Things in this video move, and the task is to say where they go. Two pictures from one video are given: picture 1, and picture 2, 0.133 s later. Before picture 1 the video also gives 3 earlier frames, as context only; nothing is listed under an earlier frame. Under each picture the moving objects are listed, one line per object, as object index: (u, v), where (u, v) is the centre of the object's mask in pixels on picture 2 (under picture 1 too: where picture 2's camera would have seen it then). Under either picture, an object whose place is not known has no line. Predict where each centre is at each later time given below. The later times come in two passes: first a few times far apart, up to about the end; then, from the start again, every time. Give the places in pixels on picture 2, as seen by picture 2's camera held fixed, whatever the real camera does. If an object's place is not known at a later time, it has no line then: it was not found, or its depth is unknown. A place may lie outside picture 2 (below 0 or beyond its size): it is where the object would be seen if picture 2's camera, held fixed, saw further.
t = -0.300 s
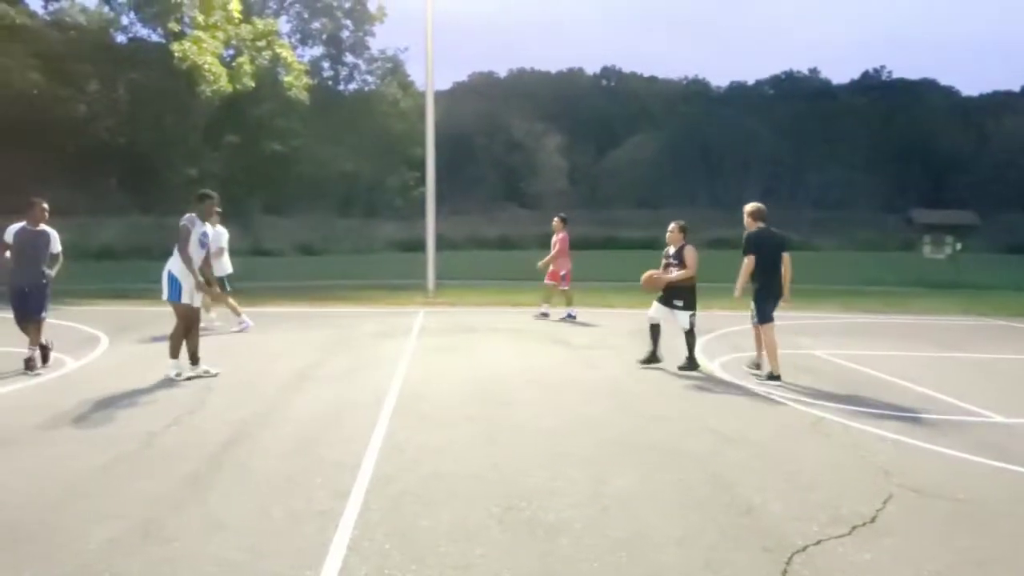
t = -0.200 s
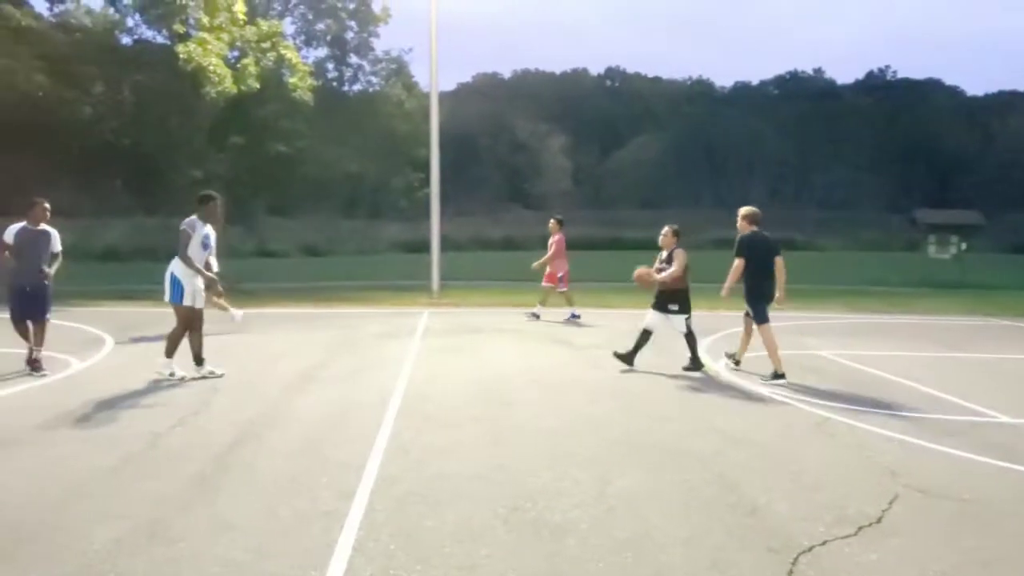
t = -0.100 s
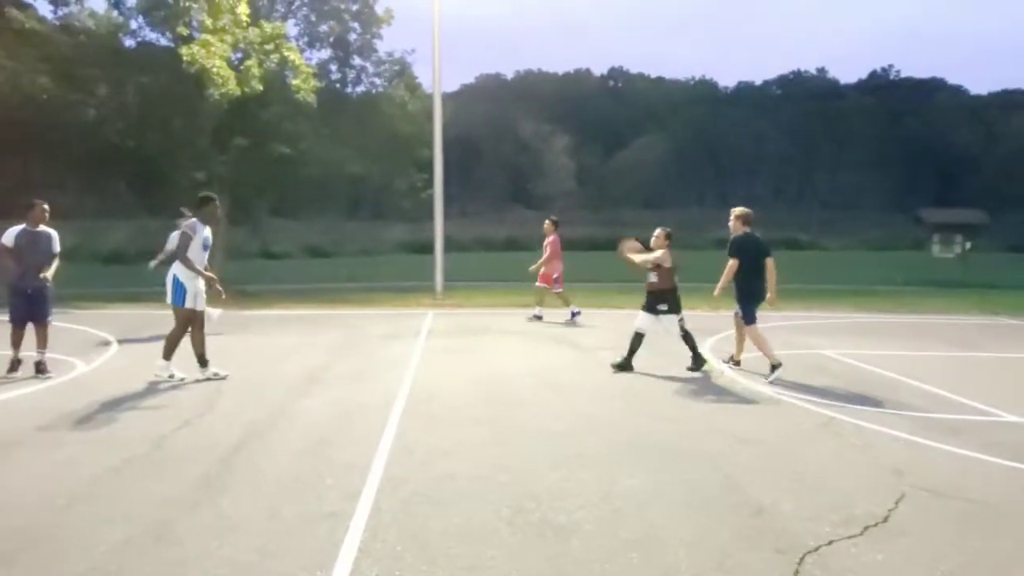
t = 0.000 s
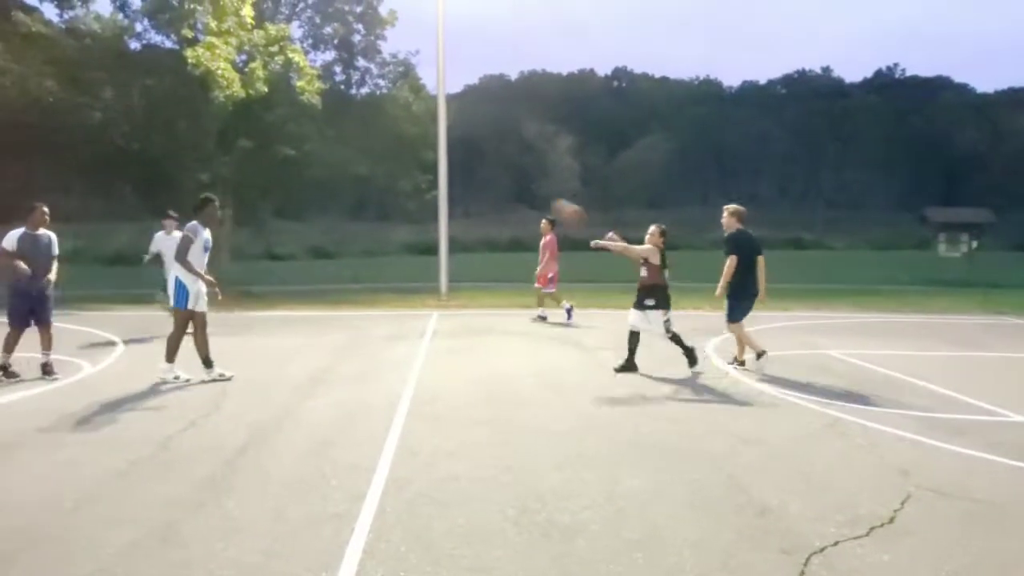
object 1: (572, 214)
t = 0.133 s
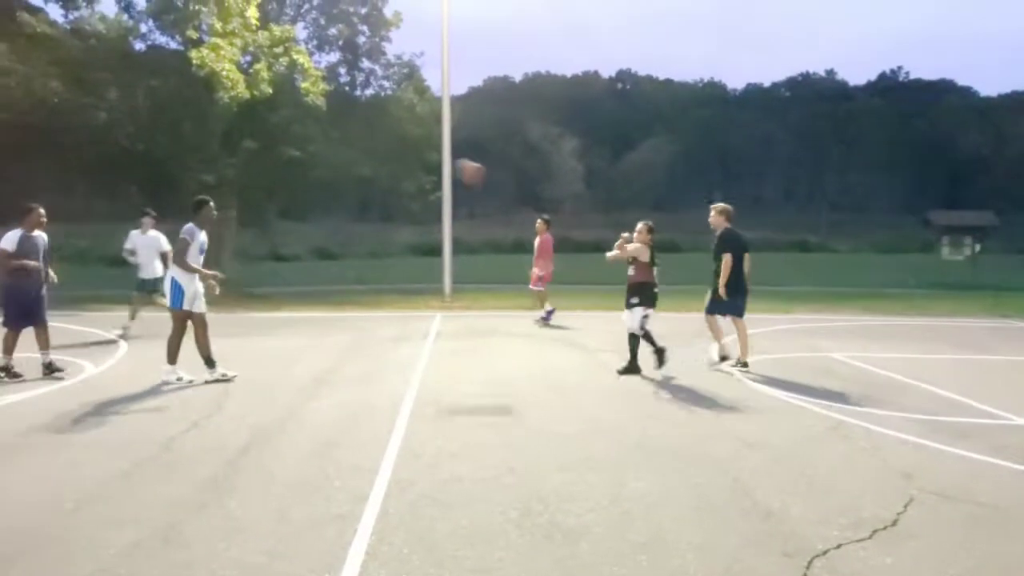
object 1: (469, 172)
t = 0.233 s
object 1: (396, 149)
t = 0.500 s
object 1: (215, 135)
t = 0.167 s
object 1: (445, 162)
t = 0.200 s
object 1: (420, 155)
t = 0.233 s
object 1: (396, 149)
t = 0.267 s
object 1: (372, 143)
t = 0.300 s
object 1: (348, 139)
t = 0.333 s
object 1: (325, 136)
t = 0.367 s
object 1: (304, 135)
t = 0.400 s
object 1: (279, 133)
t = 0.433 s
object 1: (257, 135)
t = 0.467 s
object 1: (238, 133)
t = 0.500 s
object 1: (215, 135)
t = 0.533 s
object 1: (196, 138)
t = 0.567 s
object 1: (176, 142)
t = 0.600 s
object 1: (158, 146)
